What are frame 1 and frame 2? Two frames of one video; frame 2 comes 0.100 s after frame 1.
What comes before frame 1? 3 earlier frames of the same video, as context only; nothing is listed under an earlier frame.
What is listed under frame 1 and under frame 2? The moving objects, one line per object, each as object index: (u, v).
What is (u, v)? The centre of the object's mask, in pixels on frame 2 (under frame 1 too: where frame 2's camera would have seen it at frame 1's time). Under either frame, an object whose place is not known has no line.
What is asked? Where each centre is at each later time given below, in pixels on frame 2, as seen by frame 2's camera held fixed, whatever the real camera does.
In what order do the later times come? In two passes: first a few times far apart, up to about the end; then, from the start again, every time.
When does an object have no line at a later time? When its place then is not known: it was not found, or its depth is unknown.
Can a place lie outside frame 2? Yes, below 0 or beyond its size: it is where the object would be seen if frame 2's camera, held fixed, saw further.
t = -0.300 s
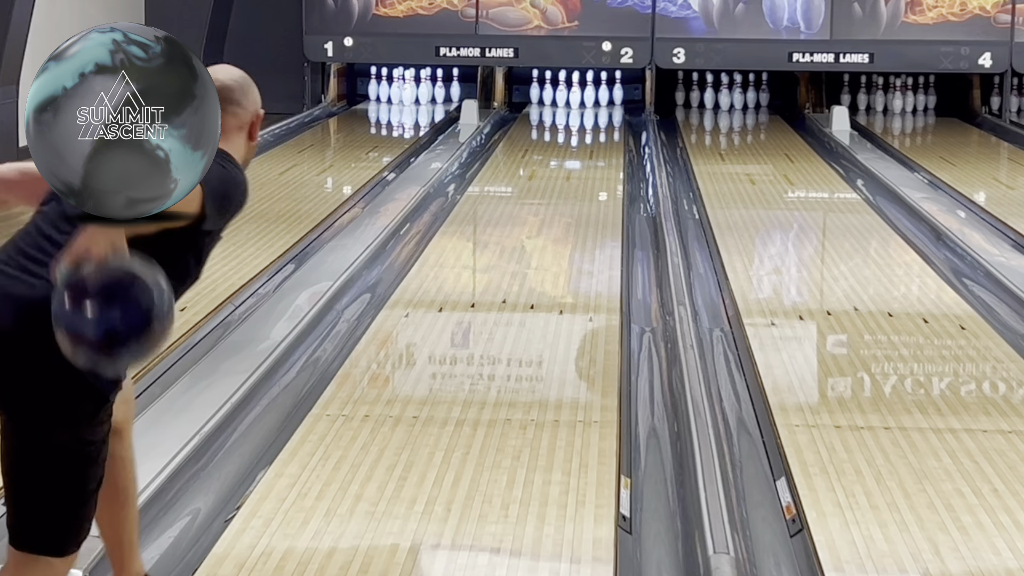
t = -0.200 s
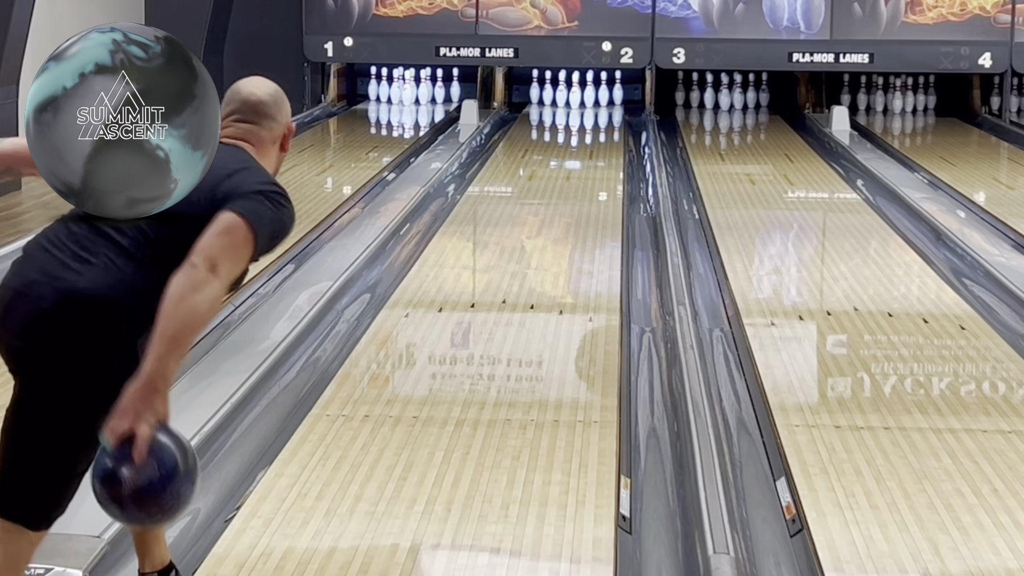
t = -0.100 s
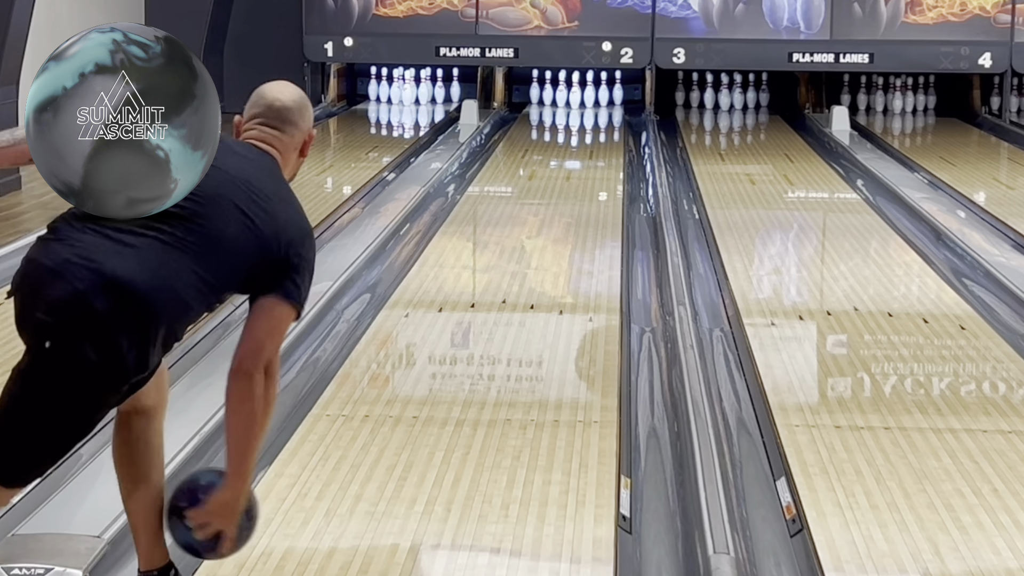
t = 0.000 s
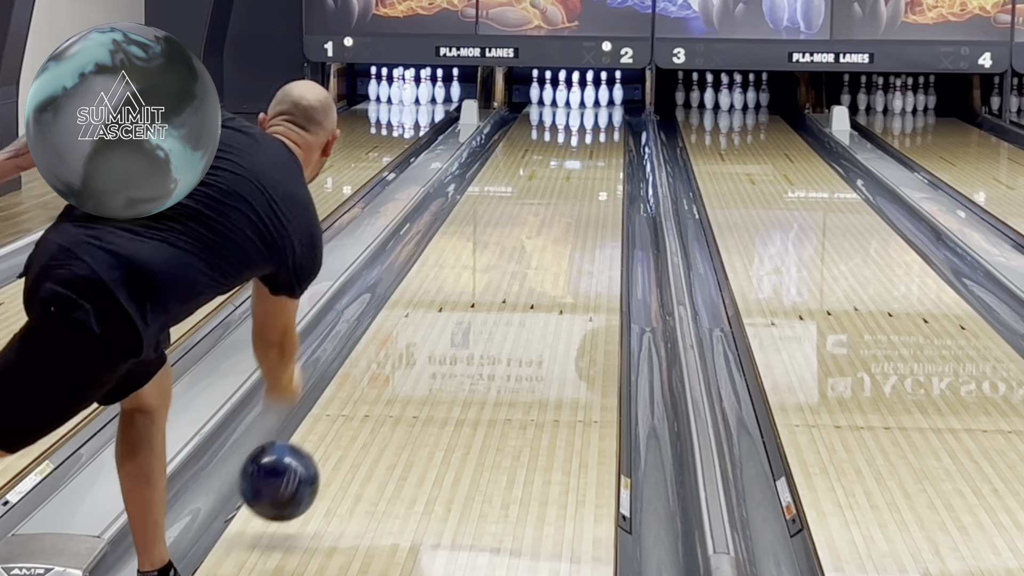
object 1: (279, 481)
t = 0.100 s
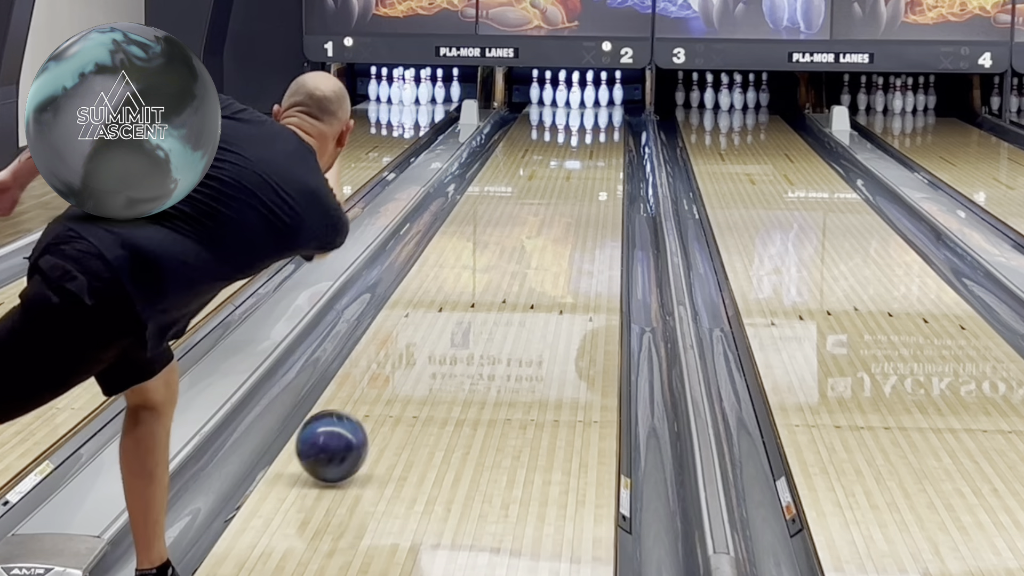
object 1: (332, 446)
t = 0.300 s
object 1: (409, 366)
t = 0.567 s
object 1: (477, 291)
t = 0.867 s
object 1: (527, 236)
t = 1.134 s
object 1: (557, 201)
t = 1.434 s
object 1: (582, 170)
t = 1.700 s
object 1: (597, 150)
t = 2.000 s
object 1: (606, 131)
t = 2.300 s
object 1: (601, 117)
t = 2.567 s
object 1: (587, 106)
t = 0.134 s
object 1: (347, 431)
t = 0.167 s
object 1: (361, 417)
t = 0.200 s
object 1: (374, 404)
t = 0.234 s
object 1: (387, 390)
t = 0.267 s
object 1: (398, 378)
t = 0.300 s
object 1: (409, 366)
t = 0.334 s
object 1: (419, 355)
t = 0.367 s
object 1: (429, 344)
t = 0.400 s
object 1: (438, 334)
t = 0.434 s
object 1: (447, 325)
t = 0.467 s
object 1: (448, 329)
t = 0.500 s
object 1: (463, 307)
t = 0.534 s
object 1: (470, 299)
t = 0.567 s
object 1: (477, 291)
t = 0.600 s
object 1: (483, 284)
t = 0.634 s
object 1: (490, 277)
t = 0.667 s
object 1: (496, 270)
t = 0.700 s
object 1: (502, 264)
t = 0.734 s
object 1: (507, 258)
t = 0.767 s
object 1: (512, 253)
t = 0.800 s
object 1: (517, 247)
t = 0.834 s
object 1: (522, 242)
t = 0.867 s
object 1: (527, 236)
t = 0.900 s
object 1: (531, 231)
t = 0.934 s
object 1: (535, 226)
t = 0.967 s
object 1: (539, 222)
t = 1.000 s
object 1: (543, 217)
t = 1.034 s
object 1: (547, 213)
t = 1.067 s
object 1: (550, 209)
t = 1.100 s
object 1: (554, 205)
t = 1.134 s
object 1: (557, 201)
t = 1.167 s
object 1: (560, 197)
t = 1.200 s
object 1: (563, 193)
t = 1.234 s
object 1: (566, 190)
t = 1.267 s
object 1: (569, 186)
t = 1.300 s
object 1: (572, 182)
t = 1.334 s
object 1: (574, 179)
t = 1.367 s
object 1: (577, 176)
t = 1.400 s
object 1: (579, 173)
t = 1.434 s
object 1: (582, 170)
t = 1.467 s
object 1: (584, 167)
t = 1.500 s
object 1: (586, 165)
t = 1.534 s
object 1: (588, 162)
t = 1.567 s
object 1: (590, 160)
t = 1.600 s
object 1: (592, 157)
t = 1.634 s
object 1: (594, 155)
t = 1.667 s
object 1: (595, 153)
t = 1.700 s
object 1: (597, 150)
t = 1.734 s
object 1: (598, 148)
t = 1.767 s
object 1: (600, 146)
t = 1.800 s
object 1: (601, 143)
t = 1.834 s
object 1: (602, 141)
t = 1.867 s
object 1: (603, 139)
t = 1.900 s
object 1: (604, 137)
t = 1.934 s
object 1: (605, 135)
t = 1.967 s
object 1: (606, 133)
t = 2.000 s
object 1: (606, 131)
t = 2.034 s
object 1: (607, 130)
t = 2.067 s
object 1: (607, 128)
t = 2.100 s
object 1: (606, 126)
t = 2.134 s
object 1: (606, 124)
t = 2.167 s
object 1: (605, 123)
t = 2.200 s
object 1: (604, 121)
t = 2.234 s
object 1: (603, 120)
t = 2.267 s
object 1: (602, 119)
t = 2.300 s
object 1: (601, 117)
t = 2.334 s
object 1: (599, 116)
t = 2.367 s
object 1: (596, 114)
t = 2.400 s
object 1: (594, 112)
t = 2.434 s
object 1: (593, 111)
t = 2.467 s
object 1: (591, 110)
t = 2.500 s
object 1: (590, 109)
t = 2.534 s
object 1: (588, 107)
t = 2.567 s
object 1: (587, 106)
